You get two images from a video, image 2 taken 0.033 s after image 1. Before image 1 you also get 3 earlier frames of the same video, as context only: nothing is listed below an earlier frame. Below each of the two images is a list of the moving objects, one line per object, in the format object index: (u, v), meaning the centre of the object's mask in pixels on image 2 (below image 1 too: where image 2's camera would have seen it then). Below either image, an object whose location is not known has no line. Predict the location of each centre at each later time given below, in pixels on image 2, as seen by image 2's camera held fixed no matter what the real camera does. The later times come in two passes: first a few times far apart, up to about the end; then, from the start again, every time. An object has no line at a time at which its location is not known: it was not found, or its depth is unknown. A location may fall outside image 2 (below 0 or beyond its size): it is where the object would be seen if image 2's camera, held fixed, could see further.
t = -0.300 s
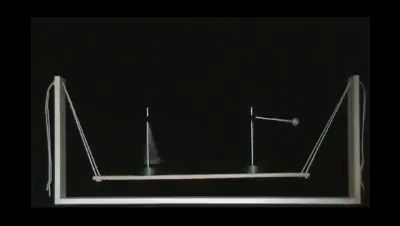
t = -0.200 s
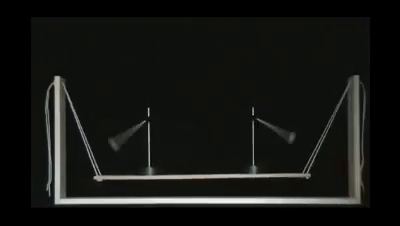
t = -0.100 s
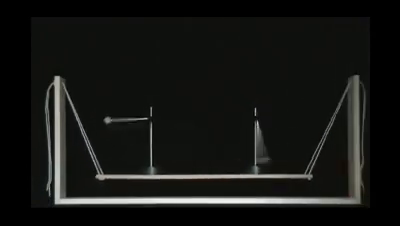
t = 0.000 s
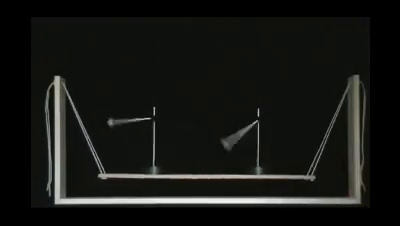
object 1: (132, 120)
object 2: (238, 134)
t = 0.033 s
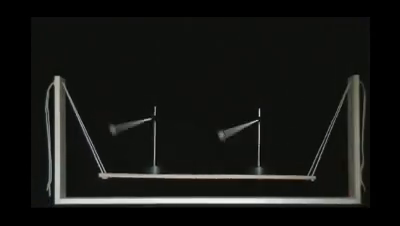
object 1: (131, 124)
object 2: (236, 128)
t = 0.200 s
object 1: (167, 142)
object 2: (237, 126)
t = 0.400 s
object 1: (175, 115)
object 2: (275, 142)
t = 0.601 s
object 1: (158, 144)
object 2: (285, 123)
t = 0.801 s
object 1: (129, 117)
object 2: (250, 148)
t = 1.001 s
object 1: (130, 132)
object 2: (233, 122)
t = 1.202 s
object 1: (174, 127)
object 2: (252, 151)
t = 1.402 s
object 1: (176, 122)
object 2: (284, 126)
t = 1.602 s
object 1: (140, 137)
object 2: (270, 147)
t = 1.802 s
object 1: (135, 117)
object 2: (238, 129)
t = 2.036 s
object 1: (158, 143)
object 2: (253, 147)
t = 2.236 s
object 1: (168, 121)
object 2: (276, 131)
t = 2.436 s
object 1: (151, 141)
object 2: (258, 154)
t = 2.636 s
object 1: (139, 119)
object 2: (242, 135)
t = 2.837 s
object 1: (145, 142)
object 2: (265, 148)
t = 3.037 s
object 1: (169, 125)
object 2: (276, 132)
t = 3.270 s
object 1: (154, 144)
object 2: (239, 144)
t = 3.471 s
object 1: (136, 122)
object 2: (240, 131)
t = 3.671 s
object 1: (144, 138)
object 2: (276, 145)
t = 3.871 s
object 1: (174, 126)
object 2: (283, 129)
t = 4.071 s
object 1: (169, 137)
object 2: (244, 146)
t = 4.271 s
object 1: (131, 129)
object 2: (234, 124)
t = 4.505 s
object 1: (134, 135)
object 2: (272, 145)
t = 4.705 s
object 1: (172, 130)
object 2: (284, 127)
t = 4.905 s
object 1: (174, 132)
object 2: (251, 149)
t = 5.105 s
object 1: (138, 133)
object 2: (236, 126)
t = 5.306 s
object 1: (132, 130)
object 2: (260, 148)
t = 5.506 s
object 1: (162, 140)
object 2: (279, 126)
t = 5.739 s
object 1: (169, 136)
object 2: (249, 148)
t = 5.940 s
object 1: (142, 134)
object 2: (239, 127)
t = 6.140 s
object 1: (141, 135)
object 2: (265, 146)
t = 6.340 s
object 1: (163, 136)
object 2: (281, 124)
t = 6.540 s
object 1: (161, 140)
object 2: (257, 147)
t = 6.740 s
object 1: (139, 132)
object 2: (236, 123)
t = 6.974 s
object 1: (149, 141)
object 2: (264, 148)
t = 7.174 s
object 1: (169, 132)
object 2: (284, 122)
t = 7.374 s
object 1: (156, 145)
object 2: (266, 147)
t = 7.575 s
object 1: (136, 130)
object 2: (233, 123)
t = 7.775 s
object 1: (147, 141)
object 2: (240, 140)
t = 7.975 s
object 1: (169, 132)
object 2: (283, 129)
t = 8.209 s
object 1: (151, 142)
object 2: (277, 143)
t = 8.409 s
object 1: (140, 129)
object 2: (236, 131)
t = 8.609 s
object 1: (154, 143)
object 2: (238, 138)
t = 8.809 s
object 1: (166, 134)
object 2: (277, 134)
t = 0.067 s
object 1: (133, 130)
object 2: (236, 124)
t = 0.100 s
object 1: (139, 136)
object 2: (237, 122)
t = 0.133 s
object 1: (147, 141)
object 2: (238, 121)
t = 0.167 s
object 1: (156, 144)
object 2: (237, 122)
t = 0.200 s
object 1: (167, 142)
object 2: (237, 126)
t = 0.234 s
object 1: (174, 136)
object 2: (238, 131)
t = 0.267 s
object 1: (177, 128)
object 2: (241, 137)
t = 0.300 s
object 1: (179, 122)
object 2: (247, 143)
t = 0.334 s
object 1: (178, 118)
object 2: (256, 148)
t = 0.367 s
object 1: (177, 116)
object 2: (267, 147)
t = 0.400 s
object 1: (175, 115)
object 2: (275, 142)
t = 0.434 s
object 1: (176, 116)
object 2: (281, 136)
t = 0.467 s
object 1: (176, 119)
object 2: (284, 130)
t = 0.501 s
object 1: (176, 124)
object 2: (285, 125)
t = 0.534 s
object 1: (173, 131)
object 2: (284, 122)
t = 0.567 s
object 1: (167, 138)
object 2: (284, 121)
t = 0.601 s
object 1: (158, 144)
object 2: (285, 123)
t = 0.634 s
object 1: (148, 143)
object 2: (284, 127)
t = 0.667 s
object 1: (138, 140)
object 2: (282, 132)
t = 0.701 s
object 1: (131, 134)
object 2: (278, 139)
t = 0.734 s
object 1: (128, 127)
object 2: (270, 144)
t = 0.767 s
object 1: (128, 121)
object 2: (262, 147)
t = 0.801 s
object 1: (129, 117)
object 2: (250, 148)
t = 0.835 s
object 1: (131, 115)
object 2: (242, 142)
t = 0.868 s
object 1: (132, 114)
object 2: (236, 136)
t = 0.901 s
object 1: (130, 116)
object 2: (233, 130)
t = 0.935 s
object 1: (129, 119)
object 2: (231, 126)
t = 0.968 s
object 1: (128, 125)
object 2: (231, 123)
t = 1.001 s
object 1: (130, 132)
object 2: (233, 122)
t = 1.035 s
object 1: (136, 138)
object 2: (232, 124)
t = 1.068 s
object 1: (145, 143)
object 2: (232, 127)
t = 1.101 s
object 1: (155, 144)
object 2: (234, 131)
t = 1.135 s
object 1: (164, 141)
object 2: (237, 139)
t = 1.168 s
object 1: (171, 134)
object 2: (244, 145)
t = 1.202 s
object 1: (174, 127)
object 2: (252, 151)
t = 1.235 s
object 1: (175, 122)
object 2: (264, 147)
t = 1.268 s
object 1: (173, 118)
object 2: (272, 142)
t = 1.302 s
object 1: (173, 116)
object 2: (278, 137)
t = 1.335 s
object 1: (173, 116)
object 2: (282, 132)
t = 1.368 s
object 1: (173, 118)
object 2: (284, 128)
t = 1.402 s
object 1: (176, 122)
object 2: (284, 126)
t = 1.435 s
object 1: (177, 128)
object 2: (284, 126)
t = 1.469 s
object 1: (173, 135)
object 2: (286, 128)
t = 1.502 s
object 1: (166, 141)
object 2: (285, 132)
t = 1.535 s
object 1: (159, 145)
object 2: (283, 138)
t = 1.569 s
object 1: (147, 142)
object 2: (278, 144)
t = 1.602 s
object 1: (140, 137)
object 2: (270, 147)
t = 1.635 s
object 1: (135, 131)
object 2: (260, 148)
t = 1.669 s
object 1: (133, 125)
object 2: (251, 148)
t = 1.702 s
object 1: (133, 120)
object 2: (244, 143)
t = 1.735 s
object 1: (135, 117)
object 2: (240, 137)
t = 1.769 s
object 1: (135, 117)
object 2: (238, 133)
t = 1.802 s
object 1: (135, 117)
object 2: (238, 129)
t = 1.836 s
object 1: (132, 120)
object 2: (237, 129)
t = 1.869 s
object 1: (132, 124)
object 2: (238, 128)
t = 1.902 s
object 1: (131, 131)
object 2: (237, 132)
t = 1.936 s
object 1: (135, 137)
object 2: (238, 135)
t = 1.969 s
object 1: (141, 142)
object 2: (240, 141)
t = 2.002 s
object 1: (149, 144)
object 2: (246, 143)
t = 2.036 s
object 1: (158, 143)
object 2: (253, 147)
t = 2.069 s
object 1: (165, 138)
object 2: (261, 146)
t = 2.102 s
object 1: (168, 132)
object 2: (267, 142)
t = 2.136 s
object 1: (169, 126)
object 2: (272, 138)
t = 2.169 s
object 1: (169, 122)
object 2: (274, 134)
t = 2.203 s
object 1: (168, 120)
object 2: (275, 131)
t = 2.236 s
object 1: (168, 121)
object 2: (276, 131)
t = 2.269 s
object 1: (169, 122)
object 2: (277, 132)
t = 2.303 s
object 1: (171, 127)
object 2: (276, 135)
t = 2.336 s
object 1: (171, 133)
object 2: (275, 140)
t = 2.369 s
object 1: (167, 139)
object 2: (271, 145)
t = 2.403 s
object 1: (160, 143)
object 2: (265, 147)
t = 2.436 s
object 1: (151, 141)
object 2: (258, 154)
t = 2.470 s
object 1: (144, 140)
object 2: (251, 148)
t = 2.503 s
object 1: (139, 135)
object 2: (247, 144)
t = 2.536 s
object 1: (136, 129)
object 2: (243, 140)
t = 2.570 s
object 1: (136, 125)
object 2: (242, 137)
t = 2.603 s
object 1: (137, 121)
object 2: (242, 135)
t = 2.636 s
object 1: (139, 119)
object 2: (242, 135)
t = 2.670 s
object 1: (139, 120)
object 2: (243, 136)
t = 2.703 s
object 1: (137, 122)
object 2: (244, 140)
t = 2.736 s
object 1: (136, 126)
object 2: (247, 144)
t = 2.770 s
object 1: (136, 131)
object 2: (252, 147)
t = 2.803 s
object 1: (140, 137)
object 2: (258, 146)
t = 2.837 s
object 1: (145, 142)
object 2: (265, 148)
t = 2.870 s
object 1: (153, 143)
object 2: (271, 145)
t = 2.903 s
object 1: (160, 143)
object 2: (275, 140)
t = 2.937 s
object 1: (166, 138)
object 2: (276, 137)
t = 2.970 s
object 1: (169, 133)
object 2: (277, 133)
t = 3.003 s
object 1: (169, 128)
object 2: (276, 131)
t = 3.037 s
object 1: (169, 125)
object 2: (276, 132)
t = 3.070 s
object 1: (168, 123)
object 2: (274, 134)
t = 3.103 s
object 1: (168, 123)
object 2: (271, 137)
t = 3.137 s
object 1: (169, 126)
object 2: (267, 141)
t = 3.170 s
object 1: (169, 131)
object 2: (261, 145)
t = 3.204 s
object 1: (167, 137)
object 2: (256, 149)
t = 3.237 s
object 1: (161, 141)
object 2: (246, 149)
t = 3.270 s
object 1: (154, 144)
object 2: (239, 144)
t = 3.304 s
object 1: (147, 144)
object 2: (236, 139)
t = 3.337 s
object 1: (139, 139)
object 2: (235, 135)
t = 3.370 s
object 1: (136, 133)
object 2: (238, 129)
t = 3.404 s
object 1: (134, 129)
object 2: (239, 128)
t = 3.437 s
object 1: (135, 124)
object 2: (239, 129)
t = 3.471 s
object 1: (136, 122)
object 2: (240, 131)
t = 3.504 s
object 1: (137, 121)
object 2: (242, 135)
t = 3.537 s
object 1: (136, 121)
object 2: (246, 140)
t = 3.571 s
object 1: (135, 124)
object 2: (252, 145)
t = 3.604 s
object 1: (135, 128)
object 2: (257, 152)
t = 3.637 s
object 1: (138, 133)
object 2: (269, 149)
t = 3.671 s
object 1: (144, 138)
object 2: (276, 145)
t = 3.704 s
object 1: (150, 142)
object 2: (282, 140)
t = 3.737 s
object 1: (159, 144)
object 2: (284, 134)
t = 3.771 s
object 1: (166, 141)
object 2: (285, 130)
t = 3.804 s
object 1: (172, 136)
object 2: (284, 128)
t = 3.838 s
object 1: (174, 130)
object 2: (284, 127)
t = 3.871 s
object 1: (174, 126)
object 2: (283, 129)
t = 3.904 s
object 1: (172, 122)
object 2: (281, 133)
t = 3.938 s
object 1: (172, 122)
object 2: (277, 138)
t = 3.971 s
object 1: (172, 123)
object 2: (271, 143)
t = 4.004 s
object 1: (172, 126)
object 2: (263, 146)
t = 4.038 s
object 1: (172, 131)
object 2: (252, 153)
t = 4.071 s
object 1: (169, 137)
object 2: (244, 146)
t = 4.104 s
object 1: (162, 142)
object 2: (237, 141)
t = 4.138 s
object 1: (154, 144)
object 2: (233, 135)
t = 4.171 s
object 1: (146, 144)
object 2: (233, 129)
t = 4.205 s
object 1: (138, 139)
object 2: (234, 125)
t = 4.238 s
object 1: (134, 134)
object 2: (234, 124)
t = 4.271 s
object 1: (131, 129)
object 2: (234, 124)
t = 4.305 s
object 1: (130, 125)
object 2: (234, 128)
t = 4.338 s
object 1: (131, 123)
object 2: (236, 132)
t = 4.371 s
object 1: (131, 122)
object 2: (239, 138)
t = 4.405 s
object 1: (131, 123)
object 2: (245, 142)
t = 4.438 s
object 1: (130, 126)
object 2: (251, 150)
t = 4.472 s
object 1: (131, 130)
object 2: (263, 148)
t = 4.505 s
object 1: (134, 135)
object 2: (272, 145)
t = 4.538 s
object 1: (140, 140)
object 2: (278, 140)
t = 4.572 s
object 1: (147, 144)
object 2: (282, 134)
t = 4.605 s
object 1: (157, 146)
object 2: (284, 129)
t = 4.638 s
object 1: (164, 141)
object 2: (284, 126)
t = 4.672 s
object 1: (170, 136)
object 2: (284, 126)
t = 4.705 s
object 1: (172, 130)
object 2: (284, 127)
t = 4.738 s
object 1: (174, 126)
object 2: (284, 130)
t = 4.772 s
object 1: (174, 123)
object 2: (281, 135)
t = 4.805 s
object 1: (174, 123)
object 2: (277, 141)
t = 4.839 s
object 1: (175, 124)
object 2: (270, 146)
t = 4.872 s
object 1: (175, 127)
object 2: (262, 148)
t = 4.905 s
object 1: (174, 132)
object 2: (251, 149)
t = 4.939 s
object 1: (171, 138)
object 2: (244, 143)
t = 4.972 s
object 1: (165, 142)
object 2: (239, 138)
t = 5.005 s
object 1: (158, 141)
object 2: (237, 132)
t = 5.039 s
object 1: (149, 142)
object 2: (235, 129)
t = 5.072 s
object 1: (142, 138)
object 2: (235, 127)
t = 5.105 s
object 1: (138, 133)
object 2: (236, 126)
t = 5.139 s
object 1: (135, 130)
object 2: (235, 129)
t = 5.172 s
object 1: (134, 127)
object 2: (236, 133)
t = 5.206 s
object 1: (135, 125)
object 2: (238, 138)
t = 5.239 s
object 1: (133, 125)
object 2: (243, 144)
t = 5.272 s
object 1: (132, 127)
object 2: (250, 149)
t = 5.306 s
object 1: (132, 130)
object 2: (260, 148)
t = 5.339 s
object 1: (133, 135)
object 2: (268, 145)
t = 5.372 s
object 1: (136, 139)
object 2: (274, 140)
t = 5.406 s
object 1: (142, 143)
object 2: (277, 134)
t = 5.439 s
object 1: (149, 144)
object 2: (279, 130)
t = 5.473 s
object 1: (156, 143)
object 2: (279, 127)
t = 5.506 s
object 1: (162, 140)
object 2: (279, 126)
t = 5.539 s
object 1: (165, 135)
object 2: (279, 127)
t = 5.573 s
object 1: (167, 132)
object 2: (279, 130)
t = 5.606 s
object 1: (168, 129)
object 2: (277, 135)
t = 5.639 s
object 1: (169, 129)
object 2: (273, 141)
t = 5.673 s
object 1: (169, 130)
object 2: (267, 146)
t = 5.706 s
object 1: (170, 132)
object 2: (259, 149)
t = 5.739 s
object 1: (169, 136)
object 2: (249, 148)
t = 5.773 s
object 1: (166, 140)
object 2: (243, 143)
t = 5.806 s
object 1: (160, 143)
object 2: (239, 137)
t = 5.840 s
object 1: (154, 142)
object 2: (237, 133)
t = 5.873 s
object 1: (148, 141)
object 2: (236, 129)
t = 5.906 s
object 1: (144, 138)
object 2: (239, 127)
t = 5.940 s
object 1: (142, 134)
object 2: (239, 127)
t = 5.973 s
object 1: (141, 131)
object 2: (240, 129)
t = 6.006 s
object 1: (141, 129)
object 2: (241, 133)
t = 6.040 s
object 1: (141, 128)
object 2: (244, 139)
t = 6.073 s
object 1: (140, 130)
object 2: (249, 143)
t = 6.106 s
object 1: (139, 132)
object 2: (254, 152)
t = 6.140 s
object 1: (141, 135)
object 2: (265, 146)
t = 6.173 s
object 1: (143, 139)
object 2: (274, 144)
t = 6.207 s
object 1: (147, 142)
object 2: (279, 139)
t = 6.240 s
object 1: (152, 143)
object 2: (282, 133)
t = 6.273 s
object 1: (157, 143)
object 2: (282, 128)
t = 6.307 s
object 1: (162, 141)
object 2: (281, 125)
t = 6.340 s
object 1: (163, 136)
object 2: (281, 124)
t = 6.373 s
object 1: (165, 134)
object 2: (279, 125)
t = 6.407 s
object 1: (165, 133)
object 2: (278, 128)
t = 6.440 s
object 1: (165, 133)
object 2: (276, 134)
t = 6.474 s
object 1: (165, 135)
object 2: (272, 140)
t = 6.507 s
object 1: (164, 138)
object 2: (264, 145)
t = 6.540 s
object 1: (161, 140)
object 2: (257, 147)
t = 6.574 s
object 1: (157, 143)
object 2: (245, 147)
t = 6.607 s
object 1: (151, 142)
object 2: (238, 142)
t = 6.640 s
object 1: (146, 142)
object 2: (234, 135)
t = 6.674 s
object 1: (142, 140)
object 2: (232, 130)
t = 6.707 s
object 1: (140, 136)
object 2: (234, 125)
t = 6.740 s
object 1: (139, 132)
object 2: (236, 123)
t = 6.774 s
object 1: (140, 130)
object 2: (238, 122)
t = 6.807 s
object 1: (140, 130)
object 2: (238, 124)
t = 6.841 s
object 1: (140, 130)
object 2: (237, 129)
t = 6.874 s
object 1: (141, 132)
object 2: (240, 134)
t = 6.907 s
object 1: (143, 134)
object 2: (245, 141)
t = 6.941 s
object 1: (146, 137)
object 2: (251, 150)
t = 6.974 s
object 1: (149, 141)
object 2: (264, 148)
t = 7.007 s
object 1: (154, 141)
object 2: (272, 146)
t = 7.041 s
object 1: (160, 143)
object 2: (280, 140)
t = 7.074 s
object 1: (164, 139)
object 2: (284, 134)
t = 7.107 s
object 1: (167, 137)
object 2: (285, 128)
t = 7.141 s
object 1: (169, 134)
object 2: (285, 124)
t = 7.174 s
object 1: (169, 132)
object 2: (284, 122)
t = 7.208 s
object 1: (169, 131)
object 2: (284, 122)
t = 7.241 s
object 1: (169, 132)
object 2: (284, 124)
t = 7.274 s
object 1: (168, 135)
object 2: (283, 128)
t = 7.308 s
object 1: (165, 138)
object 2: (281, 135)
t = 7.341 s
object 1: (161, 141)
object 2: (275, 141)
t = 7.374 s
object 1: (156, 145)
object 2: (266, 147)
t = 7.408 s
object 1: (149, 144)
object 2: (256, 153)
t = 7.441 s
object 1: (143, 142)
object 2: (245, 146)
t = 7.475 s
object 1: (140, 138)
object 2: (238, 140)
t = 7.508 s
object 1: (136, 135)
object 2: (234, 133)
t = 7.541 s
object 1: (136, 132)
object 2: (233, 128)
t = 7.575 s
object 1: (136, 130)
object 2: (233, 123)
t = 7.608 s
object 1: (136, 129)
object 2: (233, 122)
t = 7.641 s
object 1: (136, 130)
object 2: (234, 121)
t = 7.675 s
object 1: (137, 132)
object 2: (233, 124)
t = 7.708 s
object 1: (138, 137)
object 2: (234, 128)
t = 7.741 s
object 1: (141, 139)
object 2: (236, 133)
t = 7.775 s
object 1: (147, 141)
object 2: (240, 140)
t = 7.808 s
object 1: (152, 142)
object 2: (247, 147)
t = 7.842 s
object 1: (158, 143)
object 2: (258, 148)
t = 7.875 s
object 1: (163, 140)
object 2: (268, 146)
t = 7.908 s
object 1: (167, 137)
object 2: (275, 141)
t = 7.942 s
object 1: (169, 135)
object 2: (280, 134)
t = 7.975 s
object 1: (169, 132)
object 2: (283, 129)
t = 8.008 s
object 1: (169, 131)
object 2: (284, 125)
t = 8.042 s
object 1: (168, 132)
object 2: (284, 123)
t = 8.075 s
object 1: (169, 136)
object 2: (284, 124)
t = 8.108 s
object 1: (166, 139)
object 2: (285, 126)
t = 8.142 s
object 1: (162, 141)
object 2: (285, 131)
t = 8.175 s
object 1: (157, 143)
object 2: (283, 137)
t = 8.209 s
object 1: (151, 142)
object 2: (277, 143)
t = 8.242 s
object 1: (146, 140)
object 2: (269, 148)
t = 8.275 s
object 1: (143, 137)
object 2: (259, 149)
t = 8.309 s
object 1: (140, 134)
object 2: (249, 147)
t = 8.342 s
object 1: (140, 131)
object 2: (242, 141)
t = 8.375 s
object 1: (140, 130)
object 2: (238, 135)
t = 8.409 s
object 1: (140, 129)
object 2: (236, 131)
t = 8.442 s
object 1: (139, 131)
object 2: (236, 127)
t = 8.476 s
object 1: (140, 133)
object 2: (236, 126)
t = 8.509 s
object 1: (141, 137)
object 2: (236, 126)
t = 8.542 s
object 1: (144, 140)
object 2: (235, 129)
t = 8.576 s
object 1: (149, 143)
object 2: (235, 133)
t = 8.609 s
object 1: (154, 143)
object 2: (238, 138)
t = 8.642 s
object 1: (159, 142)
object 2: (244, 143)
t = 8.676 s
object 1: (163, 139)
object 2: (249, 152)
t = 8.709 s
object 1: (165, 136)
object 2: (261, 148)
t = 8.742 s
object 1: (165, 133)
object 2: (269, 144)
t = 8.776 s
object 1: (166, 133)
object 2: (274, 139)
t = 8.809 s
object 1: (166, 134)
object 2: (277, 134)
